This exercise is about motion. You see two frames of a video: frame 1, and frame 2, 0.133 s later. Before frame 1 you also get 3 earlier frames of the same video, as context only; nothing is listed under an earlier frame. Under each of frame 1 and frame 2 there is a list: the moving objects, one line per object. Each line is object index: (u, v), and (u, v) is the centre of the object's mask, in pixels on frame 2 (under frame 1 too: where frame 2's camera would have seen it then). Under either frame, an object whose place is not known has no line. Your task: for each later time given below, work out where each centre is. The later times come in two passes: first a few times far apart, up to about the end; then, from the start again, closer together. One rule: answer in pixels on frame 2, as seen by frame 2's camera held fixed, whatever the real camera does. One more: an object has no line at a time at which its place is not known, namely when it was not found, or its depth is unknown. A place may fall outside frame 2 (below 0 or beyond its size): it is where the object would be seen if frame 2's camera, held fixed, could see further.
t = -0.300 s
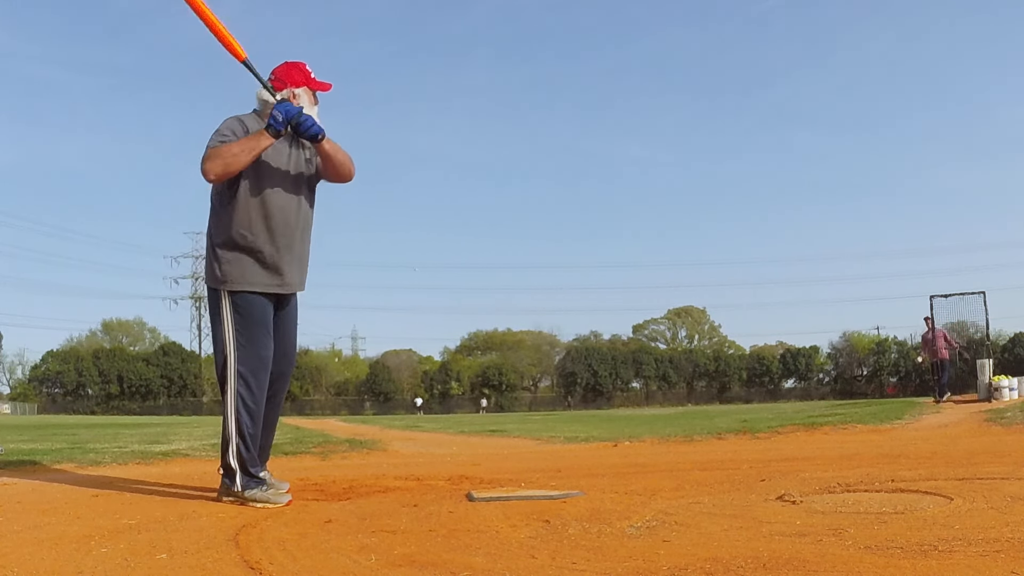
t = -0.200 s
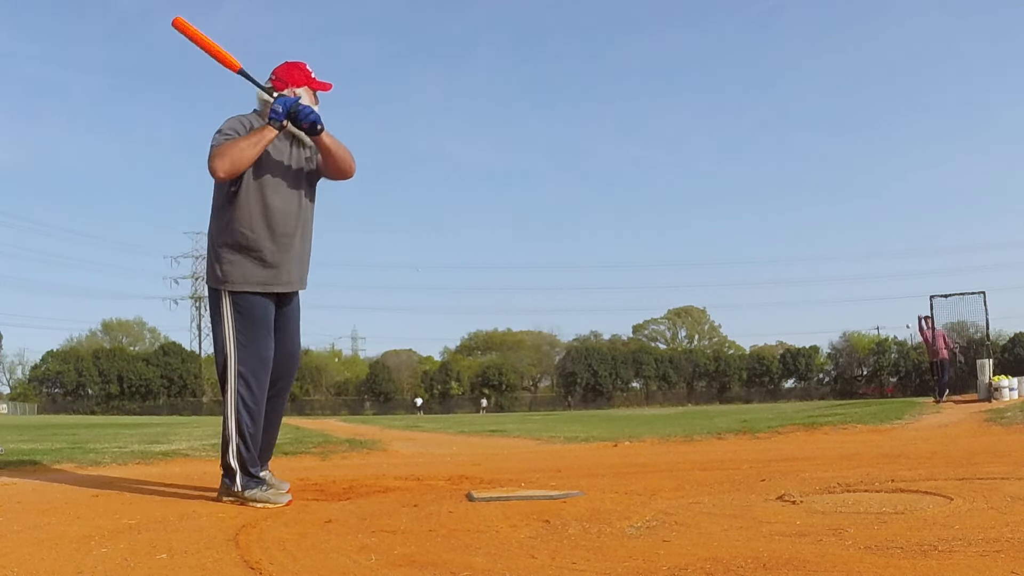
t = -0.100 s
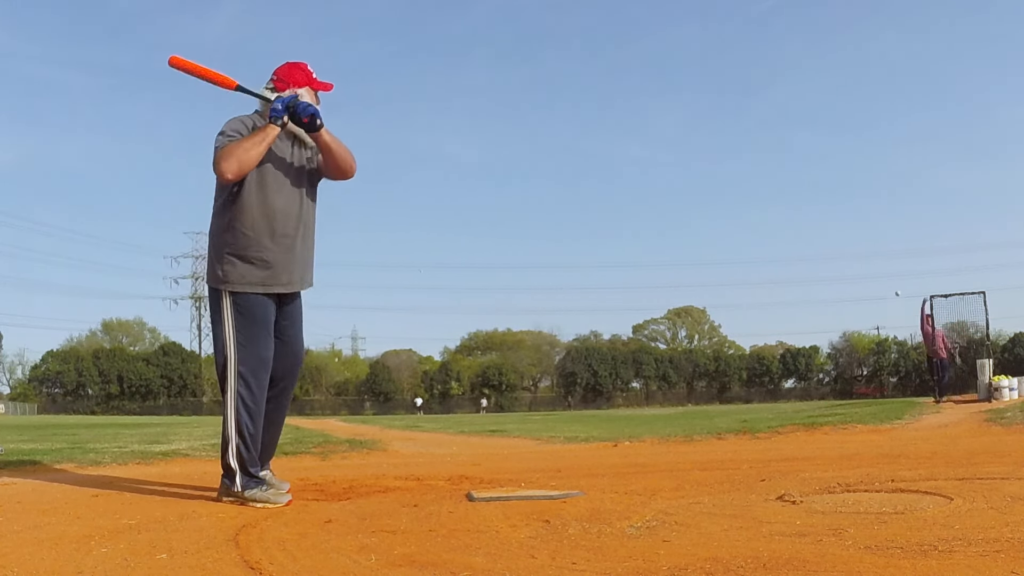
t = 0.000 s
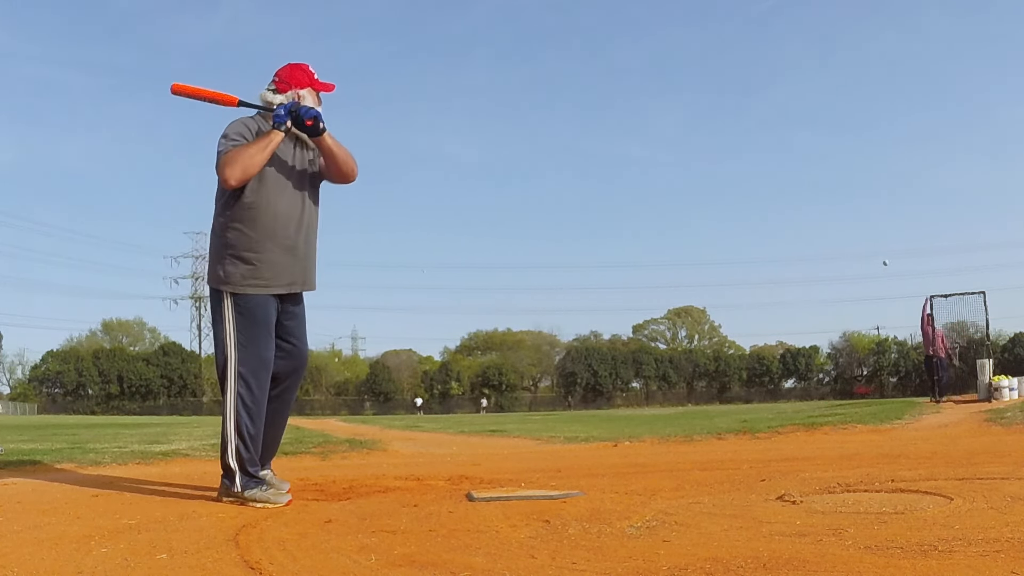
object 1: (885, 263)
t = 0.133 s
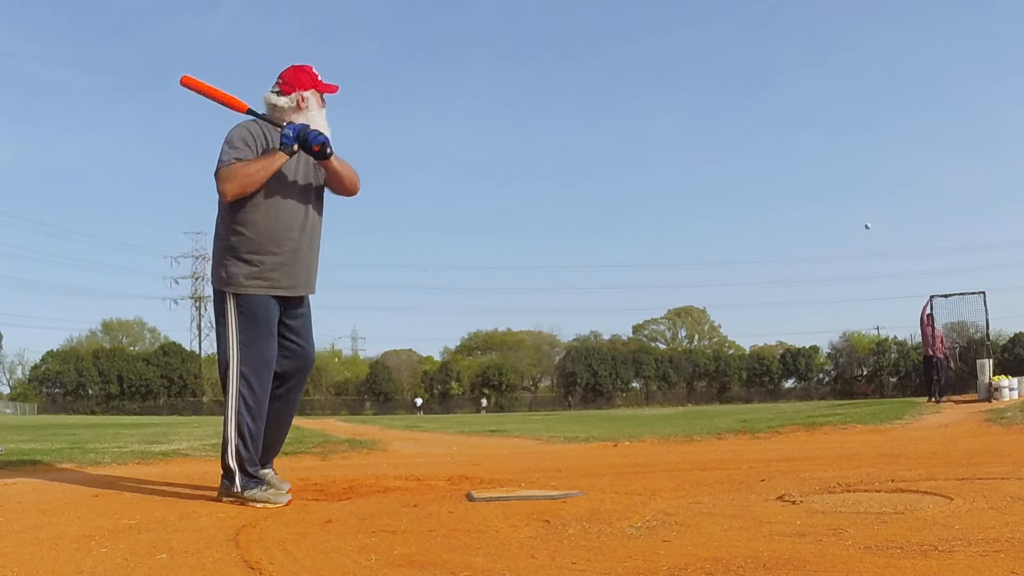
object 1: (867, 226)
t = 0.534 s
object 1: (791, 158)
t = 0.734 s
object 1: (730, 169)
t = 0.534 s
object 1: (791, 158)
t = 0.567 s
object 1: (783, 157)
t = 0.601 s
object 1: (774, 157)
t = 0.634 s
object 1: (764, 158)
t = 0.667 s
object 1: (753, 160)
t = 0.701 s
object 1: (742, 164)
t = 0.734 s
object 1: (730, 169)
